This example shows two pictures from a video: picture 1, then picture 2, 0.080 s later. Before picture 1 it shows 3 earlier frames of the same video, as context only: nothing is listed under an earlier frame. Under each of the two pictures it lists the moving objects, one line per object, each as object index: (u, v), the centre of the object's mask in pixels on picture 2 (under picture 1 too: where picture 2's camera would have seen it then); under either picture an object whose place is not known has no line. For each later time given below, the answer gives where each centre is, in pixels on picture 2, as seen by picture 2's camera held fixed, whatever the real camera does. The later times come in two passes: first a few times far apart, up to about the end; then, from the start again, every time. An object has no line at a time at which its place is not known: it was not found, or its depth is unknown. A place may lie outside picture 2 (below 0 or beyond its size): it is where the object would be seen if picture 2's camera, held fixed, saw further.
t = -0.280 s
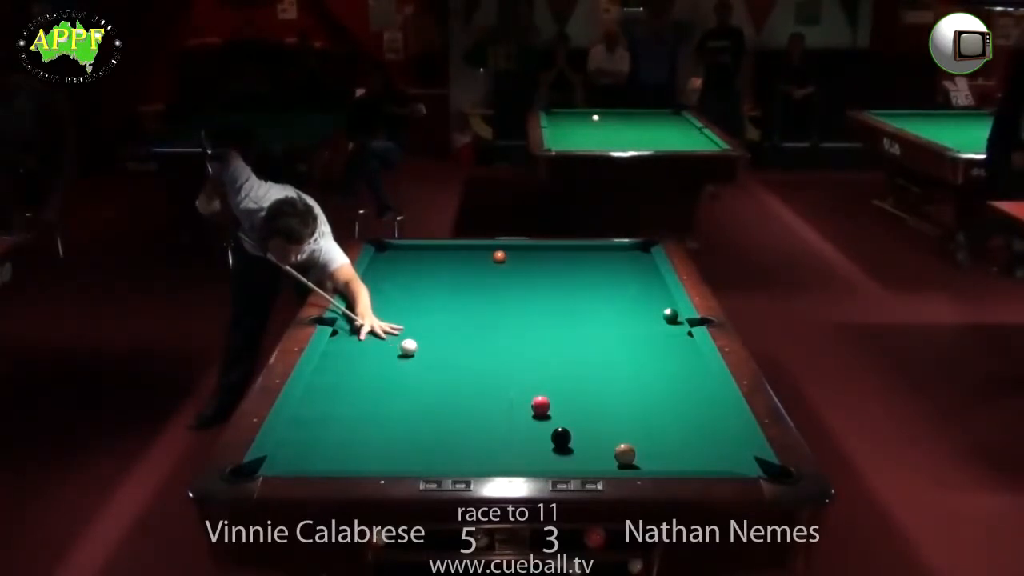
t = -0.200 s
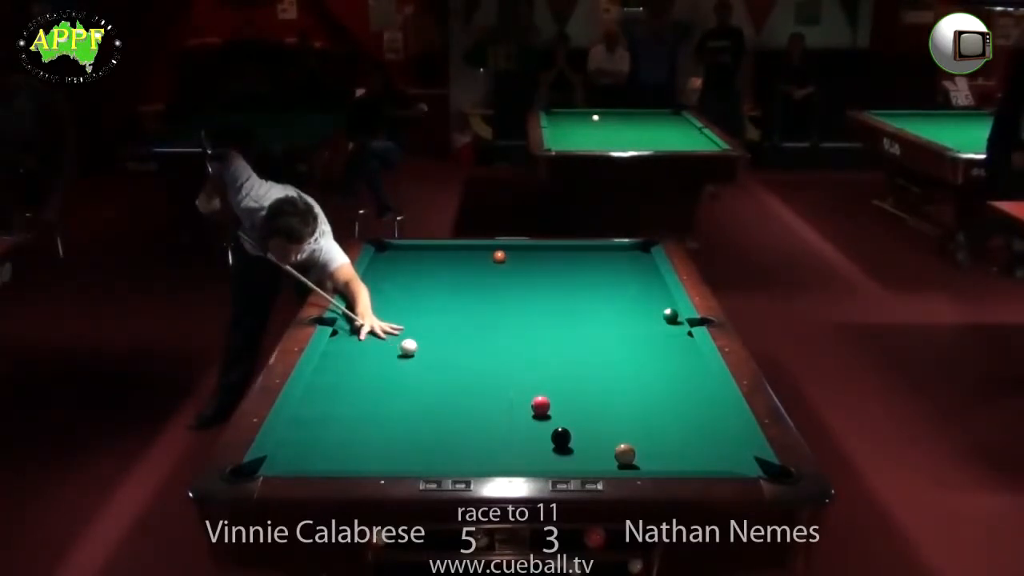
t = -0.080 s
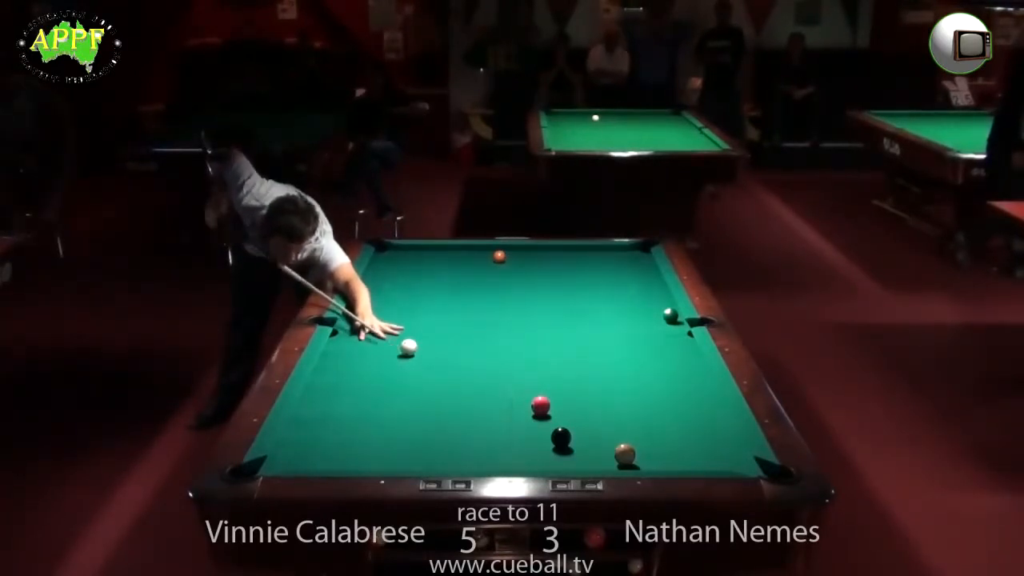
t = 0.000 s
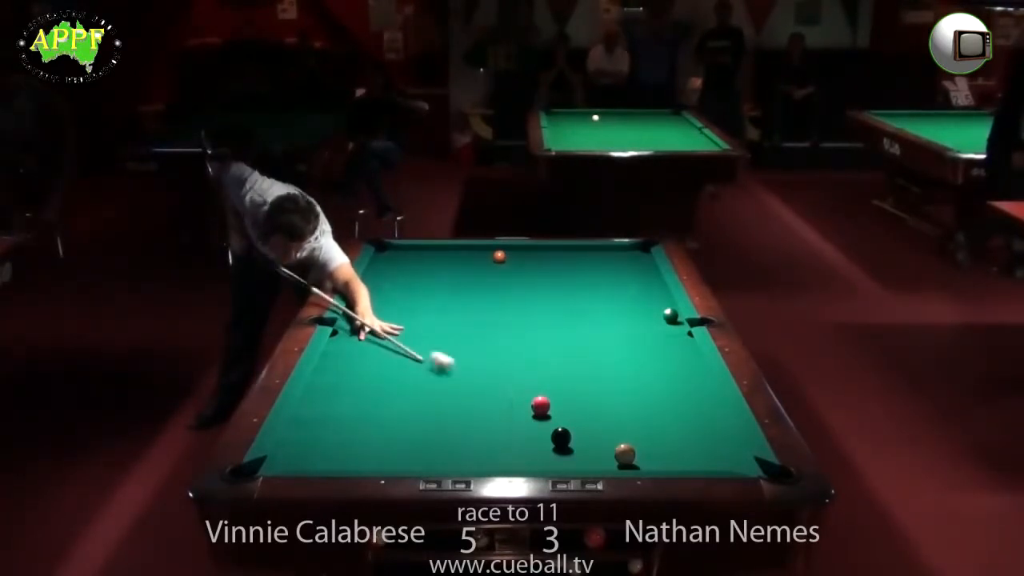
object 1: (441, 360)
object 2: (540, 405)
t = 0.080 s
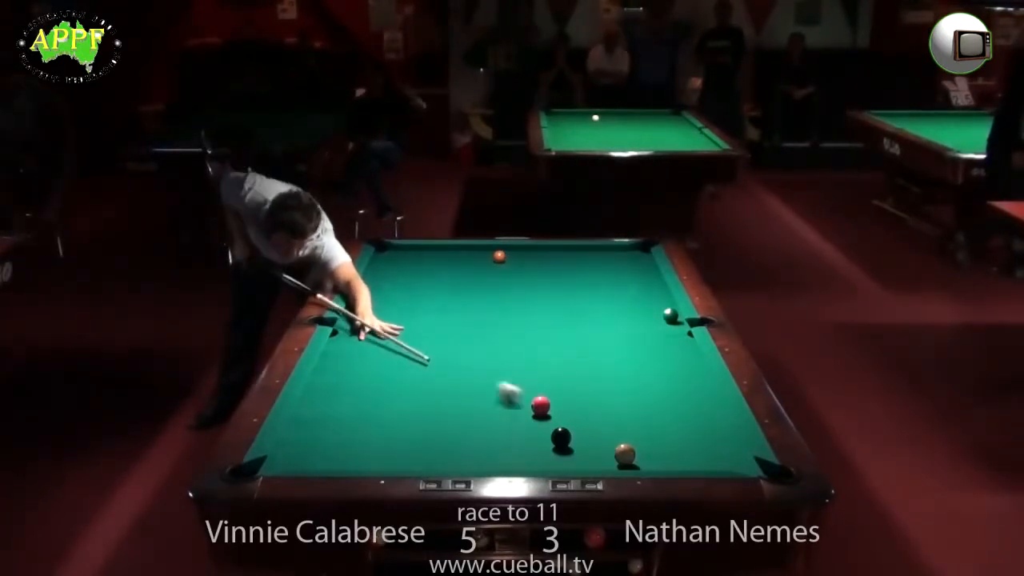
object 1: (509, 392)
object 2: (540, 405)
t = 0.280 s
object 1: (494, 410)
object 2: (758, 470)
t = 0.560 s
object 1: (423, 411)
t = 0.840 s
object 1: (347, 402)
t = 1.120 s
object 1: (329, 391)
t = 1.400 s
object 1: (367, 379)
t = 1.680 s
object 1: (401, 368)
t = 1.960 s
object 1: (432, 359)
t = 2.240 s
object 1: (459, 350)
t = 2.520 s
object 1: (484, 342)
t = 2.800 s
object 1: (507, 335)
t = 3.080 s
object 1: (527, 328)
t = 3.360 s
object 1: (545, 323)
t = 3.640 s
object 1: (562, 317)
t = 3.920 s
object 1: (577, 312)
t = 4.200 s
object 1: (590, 308)
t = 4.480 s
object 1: (602, 304)
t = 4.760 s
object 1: (612, 300)
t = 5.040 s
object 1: (621, 297)
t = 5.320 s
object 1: (628, 294)
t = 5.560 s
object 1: (634, 292)
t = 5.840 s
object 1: (640, 290)
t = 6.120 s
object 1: (645, 288)
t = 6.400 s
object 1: (648, 287)
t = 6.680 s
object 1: (651, 285)
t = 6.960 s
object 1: (653, 284)
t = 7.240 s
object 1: (654, 283)
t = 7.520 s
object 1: (655, 283)
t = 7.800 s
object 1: (656, 283)
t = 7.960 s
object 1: (656, 283)
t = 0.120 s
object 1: (523, 401)
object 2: (563, 411)
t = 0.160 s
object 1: (516, 404)
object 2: (610, 425)
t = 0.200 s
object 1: (509, 406)
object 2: (657, 442)
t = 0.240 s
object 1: (502, 409)
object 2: (707, 456)
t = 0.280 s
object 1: (494, 410)
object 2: (758, 470)
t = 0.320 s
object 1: (485, 412)
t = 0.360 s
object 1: (476, 413)
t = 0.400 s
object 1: (466, 413)
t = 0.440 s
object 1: (456, 413)
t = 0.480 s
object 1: (445, 413)
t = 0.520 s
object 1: (434, 412)
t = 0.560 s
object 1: (423, 411)
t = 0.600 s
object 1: (412, 409)
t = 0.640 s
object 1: (401, 407)
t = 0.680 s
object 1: (390, 406)
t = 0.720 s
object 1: (380, 405)
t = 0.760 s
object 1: (368, 404)
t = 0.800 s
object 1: (358, 403)
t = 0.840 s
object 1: (347, 402)
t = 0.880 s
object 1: (337, 401)
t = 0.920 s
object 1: (327, 399)
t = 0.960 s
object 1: (317, 398)
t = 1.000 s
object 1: (308, 397)
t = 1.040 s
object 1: (316, 395)
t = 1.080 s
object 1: (323, 393)
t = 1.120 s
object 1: (329, 391)
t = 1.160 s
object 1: (334, 389)
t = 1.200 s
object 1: (340, 388)
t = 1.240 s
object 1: (345, 386)
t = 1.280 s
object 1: (351, 385)
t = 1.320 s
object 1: (356, 383)
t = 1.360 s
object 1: (362, 381)
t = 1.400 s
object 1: (367, 379)
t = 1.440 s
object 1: (372, 378)
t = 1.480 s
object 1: (377, 376)
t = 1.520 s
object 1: (382, 375)
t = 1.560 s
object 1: (387, 373)
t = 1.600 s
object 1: (392, 371)
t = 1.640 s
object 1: (396, 370)
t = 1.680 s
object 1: (401, 368)
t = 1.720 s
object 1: (405, 367)
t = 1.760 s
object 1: (410, 366)
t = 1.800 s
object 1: (414, 364)
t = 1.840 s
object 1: (419, 363)
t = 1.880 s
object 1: (423, 362)
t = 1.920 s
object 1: (427, 360)
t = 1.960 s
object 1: (432, 359)
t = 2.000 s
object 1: (436, 358)
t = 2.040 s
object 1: (440, 356)
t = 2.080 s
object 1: (444, 355)
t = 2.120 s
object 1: (448, 354)
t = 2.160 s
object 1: (452, 352)
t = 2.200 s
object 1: (456, 351)
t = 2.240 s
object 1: (459, 350)
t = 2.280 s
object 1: (463, 349)
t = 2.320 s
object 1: (467, 348)
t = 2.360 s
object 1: (470, 347)
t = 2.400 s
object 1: (474, 345)
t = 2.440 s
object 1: (477, 344)
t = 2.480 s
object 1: (481, 343)
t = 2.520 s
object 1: (484, 342)
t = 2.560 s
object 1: (488, 341)
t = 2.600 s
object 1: (491, 340)
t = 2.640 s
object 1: (494, 339)
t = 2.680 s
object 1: (497, 338)
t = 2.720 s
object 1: (500, 337)
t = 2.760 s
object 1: (503, 336)
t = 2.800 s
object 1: (507, 335)
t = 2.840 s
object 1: (510, 334)
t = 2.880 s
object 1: (513, 333)
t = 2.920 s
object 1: (516, 332)
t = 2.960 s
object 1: (519, 331)
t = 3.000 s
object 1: (521, 330)
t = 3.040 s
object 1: (524, 329)
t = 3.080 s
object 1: (527, 328)
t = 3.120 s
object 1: (530, 327)
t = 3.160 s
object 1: (532, 327)
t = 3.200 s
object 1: (535, 326)
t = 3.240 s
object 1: (538, 325)
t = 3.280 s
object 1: (540, 324)
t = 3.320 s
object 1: (543, 323)
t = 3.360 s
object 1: (545, 323)
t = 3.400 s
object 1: (548, 322)
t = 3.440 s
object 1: (550, 321)
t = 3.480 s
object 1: (553, 320)
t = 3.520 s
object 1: (555, 319)
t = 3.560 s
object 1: (557, 319)
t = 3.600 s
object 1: (560, 318)
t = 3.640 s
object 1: (562, 317)
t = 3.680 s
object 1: (564, 316)
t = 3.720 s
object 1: (566, 316)
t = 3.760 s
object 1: (568, 315)
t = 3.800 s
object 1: (571, 314)
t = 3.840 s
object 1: (573, 314)
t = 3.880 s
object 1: (575, 313)
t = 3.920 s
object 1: (577, 312)
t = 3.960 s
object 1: (579, 312)
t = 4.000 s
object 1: (581, 311)
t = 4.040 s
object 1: (583, 310)
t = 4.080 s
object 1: (585, 310)
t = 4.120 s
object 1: (587, 309)
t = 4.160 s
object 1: (588, 309)
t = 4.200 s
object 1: (590, 308)
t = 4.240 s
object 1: (592, 307)
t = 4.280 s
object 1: (594, 307)
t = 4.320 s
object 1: (596, 306)
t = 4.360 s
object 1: (597, 306)
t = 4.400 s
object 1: (599, 305)
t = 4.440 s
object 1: (600, 305)
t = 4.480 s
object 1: (602, 304)
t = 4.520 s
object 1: (604, 303)
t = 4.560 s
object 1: (605, 303)
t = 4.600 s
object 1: (606, 302)
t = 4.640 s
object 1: (608, 302)
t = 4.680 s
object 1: (609, 301)
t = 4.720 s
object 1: (611, 301)
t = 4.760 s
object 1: (612, 300)
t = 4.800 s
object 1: (613, 300)
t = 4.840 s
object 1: (615, 299)
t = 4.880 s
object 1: (616, 299)
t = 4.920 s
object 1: (617, 299)
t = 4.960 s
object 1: (619, 298)
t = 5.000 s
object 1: (620, 298)
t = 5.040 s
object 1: (621, 297)
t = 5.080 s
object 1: (622, 297)
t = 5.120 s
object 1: (623, 297)
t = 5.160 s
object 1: (624, 296)
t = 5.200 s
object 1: (625, 296)
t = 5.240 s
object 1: (626, 295)
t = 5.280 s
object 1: (627, 295)
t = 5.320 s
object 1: (628, 294)
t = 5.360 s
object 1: (629, 294)
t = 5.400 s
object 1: (630, 294)
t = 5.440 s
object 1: (631, 293)
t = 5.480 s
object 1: (632, 293)
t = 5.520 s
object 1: (633, 293)
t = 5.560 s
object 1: (634, 292)
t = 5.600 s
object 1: (635, 292)
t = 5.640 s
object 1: (636, 291)
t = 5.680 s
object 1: (637, 291)
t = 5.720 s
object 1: (638, 291)
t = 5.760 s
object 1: (639, 291)
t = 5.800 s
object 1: (639, 290)
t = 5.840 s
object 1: (640, 290)
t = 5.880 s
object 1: (641, 290)
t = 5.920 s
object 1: (641, 290)
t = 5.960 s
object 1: (642, 289)
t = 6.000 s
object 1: (643, 289)
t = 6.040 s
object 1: (644, 289)
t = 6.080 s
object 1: (644, 289)
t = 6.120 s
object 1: (645, 288)
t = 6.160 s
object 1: (646, 288)
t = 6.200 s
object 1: (646, 288)
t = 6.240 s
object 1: (647, 287)
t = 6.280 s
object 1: (647, 287)
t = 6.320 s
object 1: (647, 287)
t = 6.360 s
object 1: (648, 287)
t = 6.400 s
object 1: (648, 287)
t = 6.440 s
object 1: (649, 286)
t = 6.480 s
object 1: (649, 286)
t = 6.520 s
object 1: (650, 286)
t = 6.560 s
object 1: (650, 286)
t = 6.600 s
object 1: (651, 286)
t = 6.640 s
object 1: (651, 285)
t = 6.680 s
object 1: (651, 285)
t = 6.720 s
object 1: (652, 285)
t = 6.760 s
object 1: (652, 285)
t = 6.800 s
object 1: (652, 285)
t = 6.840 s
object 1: (653, 285)
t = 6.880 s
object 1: (653, 284)
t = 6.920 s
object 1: (653, 284)
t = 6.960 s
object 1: (653, 284)
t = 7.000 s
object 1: (653, 284)
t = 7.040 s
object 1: (654, 284)
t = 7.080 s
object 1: (654, 284)
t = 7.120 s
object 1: (654, 284)
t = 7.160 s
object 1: (654, 284)
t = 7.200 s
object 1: (654, 283)
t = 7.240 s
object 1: (654, 283)
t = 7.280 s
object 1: (654, 283)
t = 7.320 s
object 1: (655, 283)
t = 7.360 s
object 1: (655, 283)
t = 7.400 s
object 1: (655, 283)
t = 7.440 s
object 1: (655, 283)
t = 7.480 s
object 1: (655, 283)
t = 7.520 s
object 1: (655, 283)
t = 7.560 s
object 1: (655, 283)
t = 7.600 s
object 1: (656, 283)
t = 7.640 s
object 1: (656, 283)
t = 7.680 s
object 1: (656, 283)
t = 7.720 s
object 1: (656, 283)
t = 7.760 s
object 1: (656, 283)
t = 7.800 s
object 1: (656, 283)
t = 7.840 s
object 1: (656, 283)
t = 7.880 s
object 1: (656, 283)
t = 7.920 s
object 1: (656, 283)
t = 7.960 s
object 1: (656, 283)
